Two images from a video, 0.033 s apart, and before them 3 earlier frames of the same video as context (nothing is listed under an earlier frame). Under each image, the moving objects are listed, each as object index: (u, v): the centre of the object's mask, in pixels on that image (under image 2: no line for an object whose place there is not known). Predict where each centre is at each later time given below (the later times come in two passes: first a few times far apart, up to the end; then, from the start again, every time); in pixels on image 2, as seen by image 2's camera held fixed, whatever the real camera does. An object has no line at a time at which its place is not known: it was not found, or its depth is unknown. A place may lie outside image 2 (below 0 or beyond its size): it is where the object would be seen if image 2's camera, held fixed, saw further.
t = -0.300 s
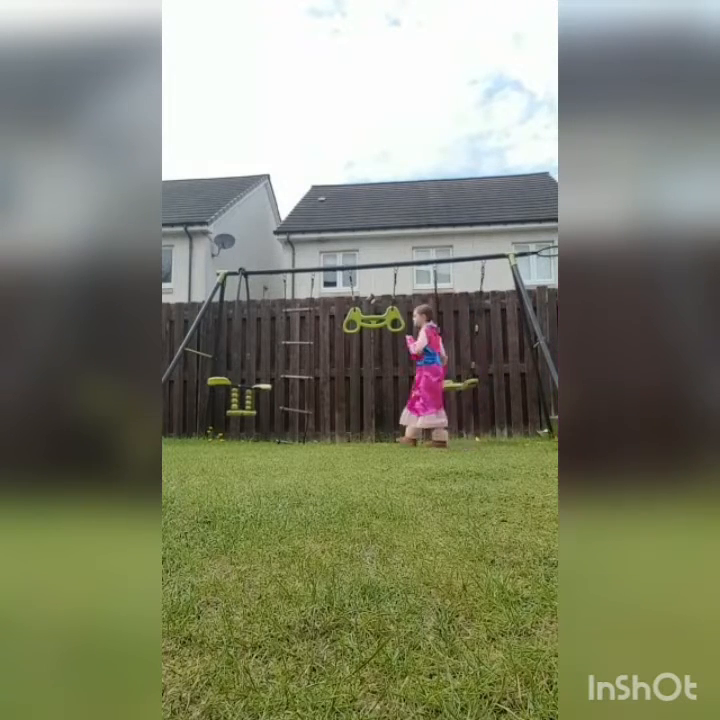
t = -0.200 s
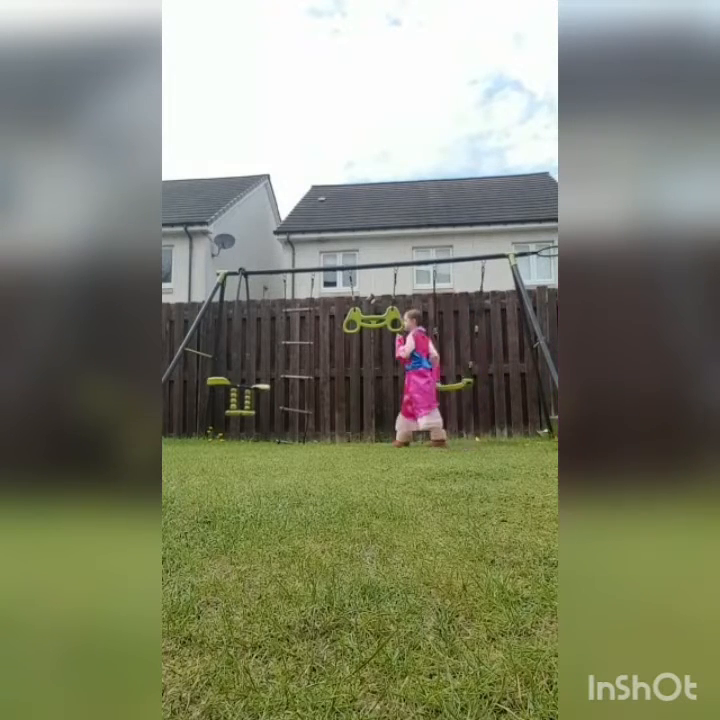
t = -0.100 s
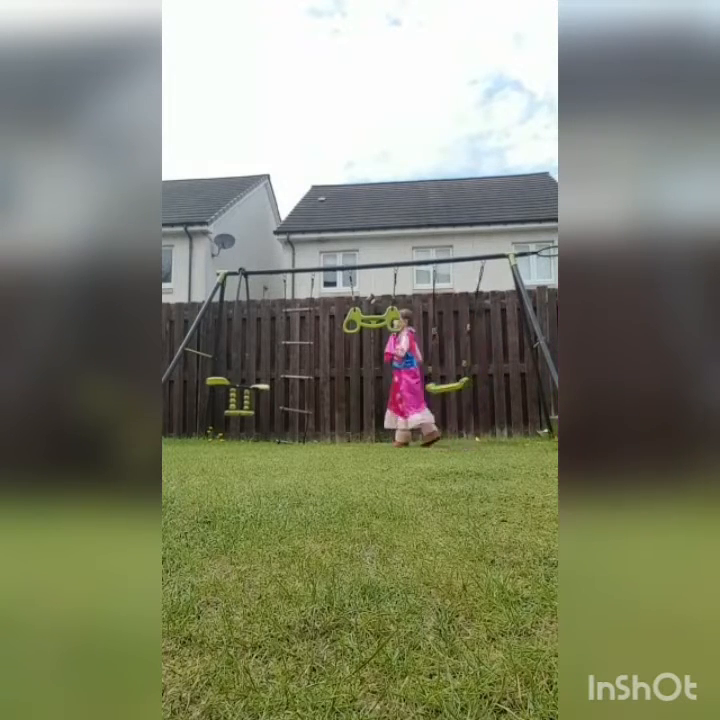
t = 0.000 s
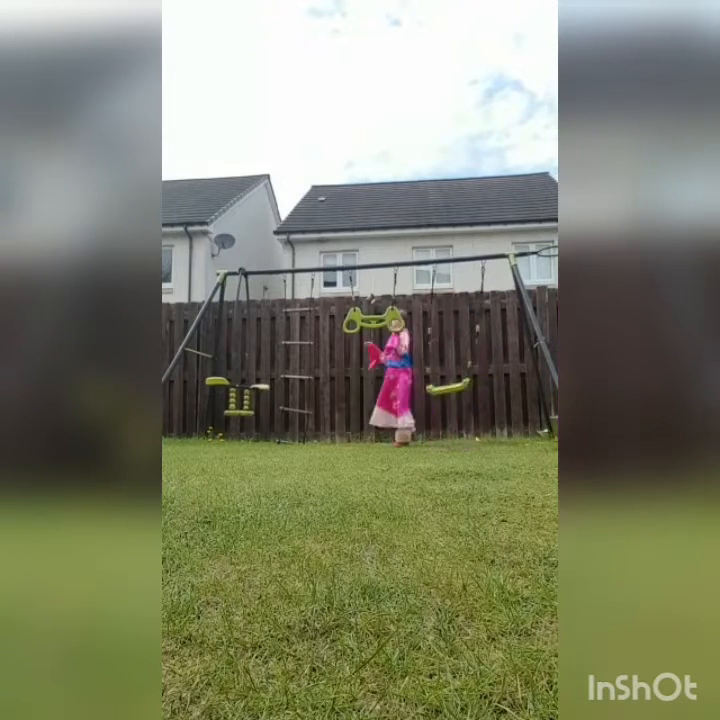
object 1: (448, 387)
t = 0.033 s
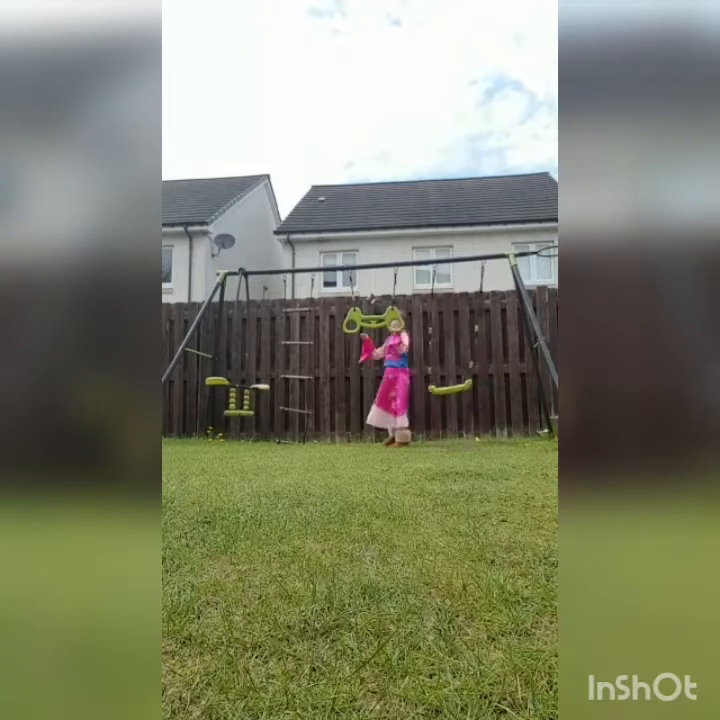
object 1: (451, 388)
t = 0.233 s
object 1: (468, 386)
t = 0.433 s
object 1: (475, 386)
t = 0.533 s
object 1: (471, 388)
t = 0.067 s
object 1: (453, 388)
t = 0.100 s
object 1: (456, 388)
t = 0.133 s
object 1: (461, 387)
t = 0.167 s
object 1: (463, 387)
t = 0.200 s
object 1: (467, 386)
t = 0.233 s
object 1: (468, 386)
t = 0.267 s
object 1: (471, 385)
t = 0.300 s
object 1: (473, 385)
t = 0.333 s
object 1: (475, 384)
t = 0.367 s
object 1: (475, 384)
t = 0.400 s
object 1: (476, 385)
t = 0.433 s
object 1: (475, 386)
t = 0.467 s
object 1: (475, 386)
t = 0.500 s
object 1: (473, 387)
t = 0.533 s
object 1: (471, 388)
